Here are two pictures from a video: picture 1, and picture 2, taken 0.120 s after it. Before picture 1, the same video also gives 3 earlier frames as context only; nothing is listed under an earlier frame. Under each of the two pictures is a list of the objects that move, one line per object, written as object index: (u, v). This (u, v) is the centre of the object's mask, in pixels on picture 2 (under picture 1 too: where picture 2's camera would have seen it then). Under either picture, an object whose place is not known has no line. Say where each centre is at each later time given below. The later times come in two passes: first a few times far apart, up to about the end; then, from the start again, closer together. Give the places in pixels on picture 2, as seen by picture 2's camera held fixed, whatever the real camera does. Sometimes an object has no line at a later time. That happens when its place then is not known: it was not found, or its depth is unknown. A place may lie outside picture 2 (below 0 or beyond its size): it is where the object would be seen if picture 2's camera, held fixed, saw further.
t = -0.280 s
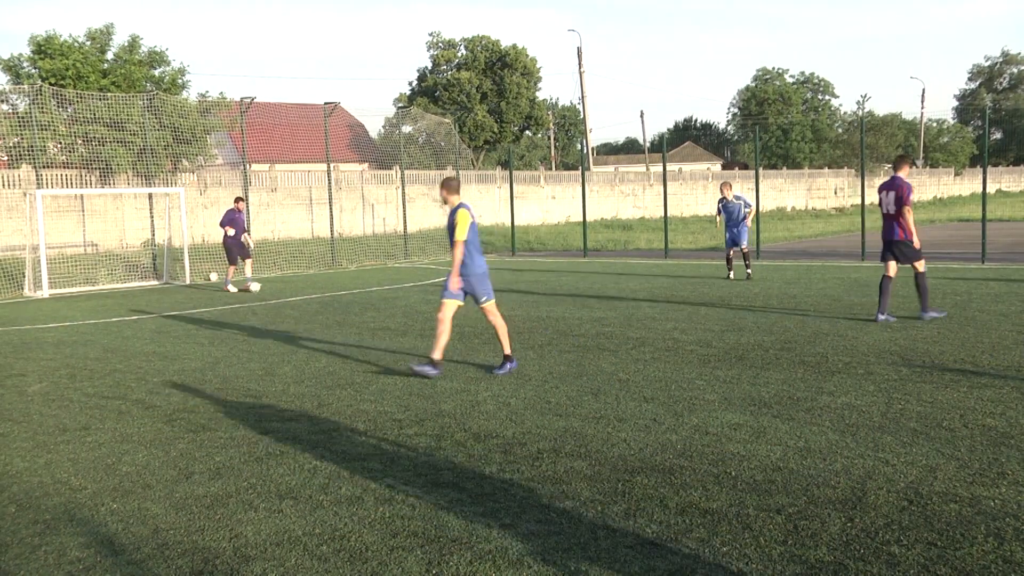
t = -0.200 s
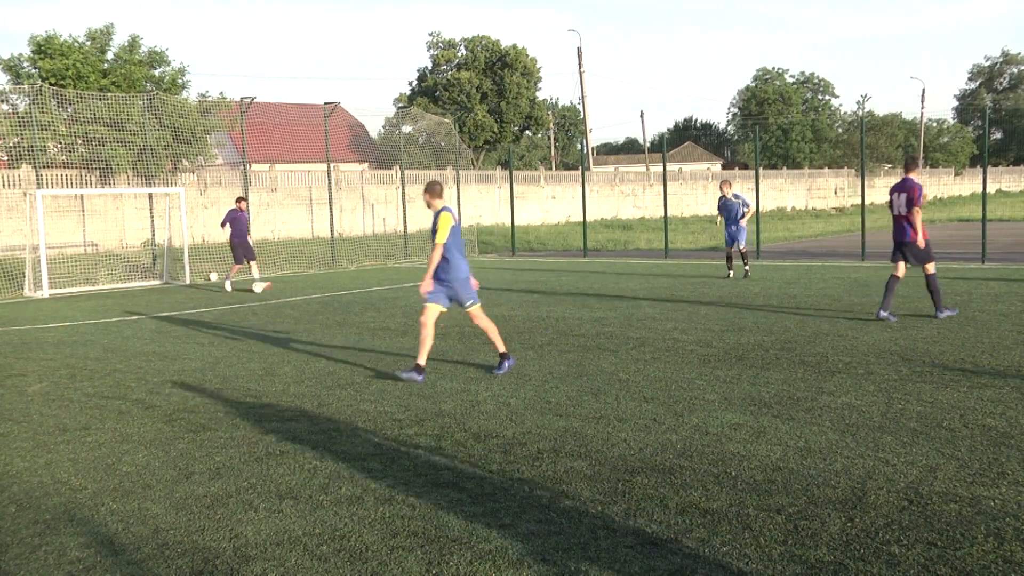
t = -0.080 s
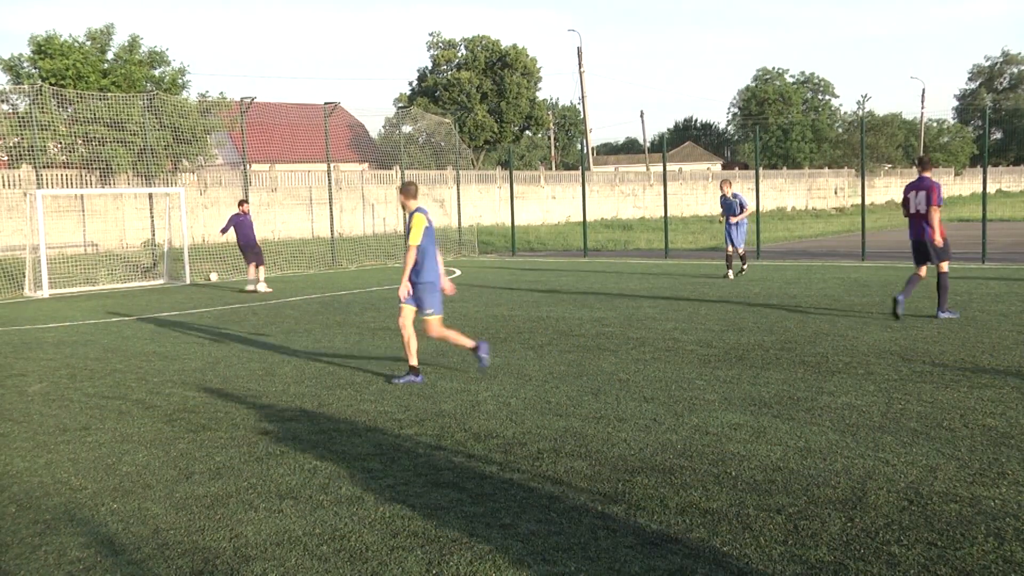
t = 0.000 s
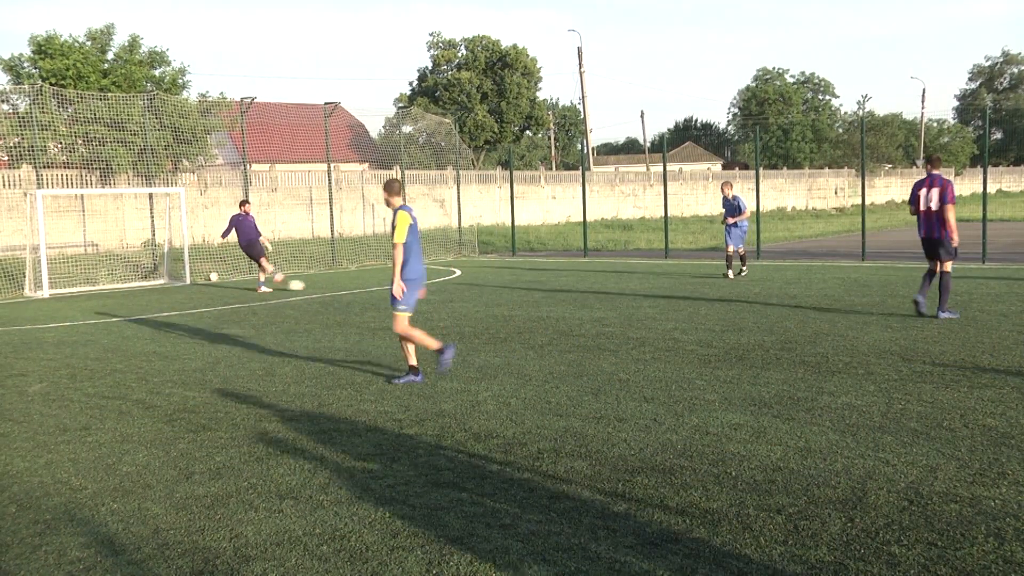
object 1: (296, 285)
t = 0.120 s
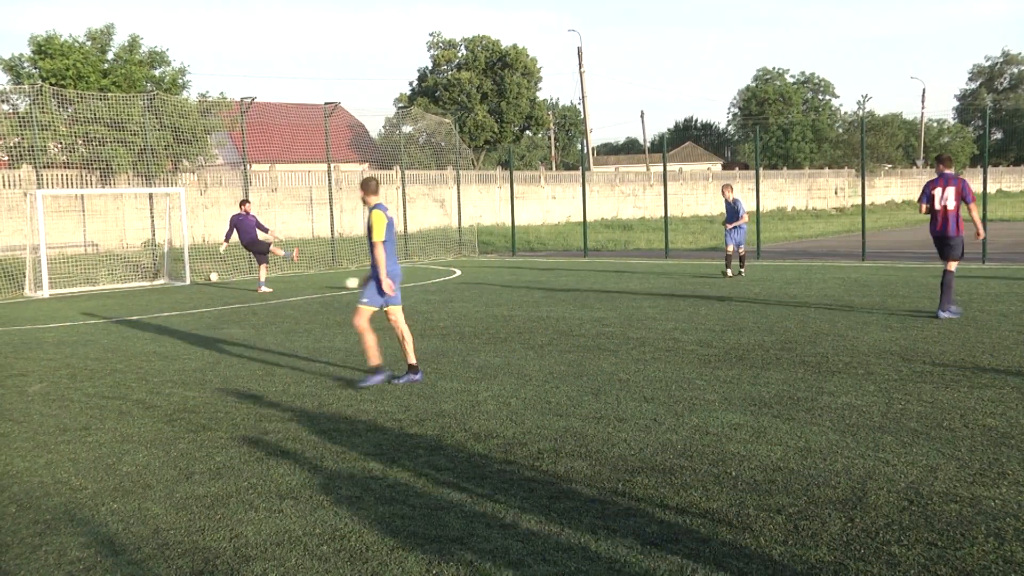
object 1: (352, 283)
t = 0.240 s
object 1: (404, 280)
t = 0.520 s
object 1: (507, 278)
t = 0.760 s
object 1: (579, 275)
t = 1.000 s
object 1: (647, 273)
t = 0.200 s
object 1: (390, 282)
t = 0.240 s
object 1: (404, 280)
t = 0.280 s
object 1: (420, 280)
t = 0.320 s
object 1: (437, 281)
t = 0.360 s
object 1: (452, 279)
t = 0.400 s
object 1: (466, 278)
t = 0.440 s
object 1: (480, 278)
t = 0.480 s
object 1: (493, 278)
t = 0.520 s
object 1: (507, 278)
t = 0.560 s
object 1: (519, 277)
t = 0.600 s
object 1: (531, 277)
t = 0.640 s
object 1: (545, 276)
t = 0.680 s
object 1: (557, 275)
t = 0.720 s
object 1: (567, 276)
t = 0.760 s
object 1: (579, 275)
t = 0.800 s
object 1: (591, 274)
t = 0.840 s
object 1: (602, 274)
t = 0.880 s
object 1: (614, 274)
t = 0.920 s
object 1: (624, 273)
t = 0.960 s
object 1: (636, 273)
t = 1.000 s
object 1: (647, 273)
